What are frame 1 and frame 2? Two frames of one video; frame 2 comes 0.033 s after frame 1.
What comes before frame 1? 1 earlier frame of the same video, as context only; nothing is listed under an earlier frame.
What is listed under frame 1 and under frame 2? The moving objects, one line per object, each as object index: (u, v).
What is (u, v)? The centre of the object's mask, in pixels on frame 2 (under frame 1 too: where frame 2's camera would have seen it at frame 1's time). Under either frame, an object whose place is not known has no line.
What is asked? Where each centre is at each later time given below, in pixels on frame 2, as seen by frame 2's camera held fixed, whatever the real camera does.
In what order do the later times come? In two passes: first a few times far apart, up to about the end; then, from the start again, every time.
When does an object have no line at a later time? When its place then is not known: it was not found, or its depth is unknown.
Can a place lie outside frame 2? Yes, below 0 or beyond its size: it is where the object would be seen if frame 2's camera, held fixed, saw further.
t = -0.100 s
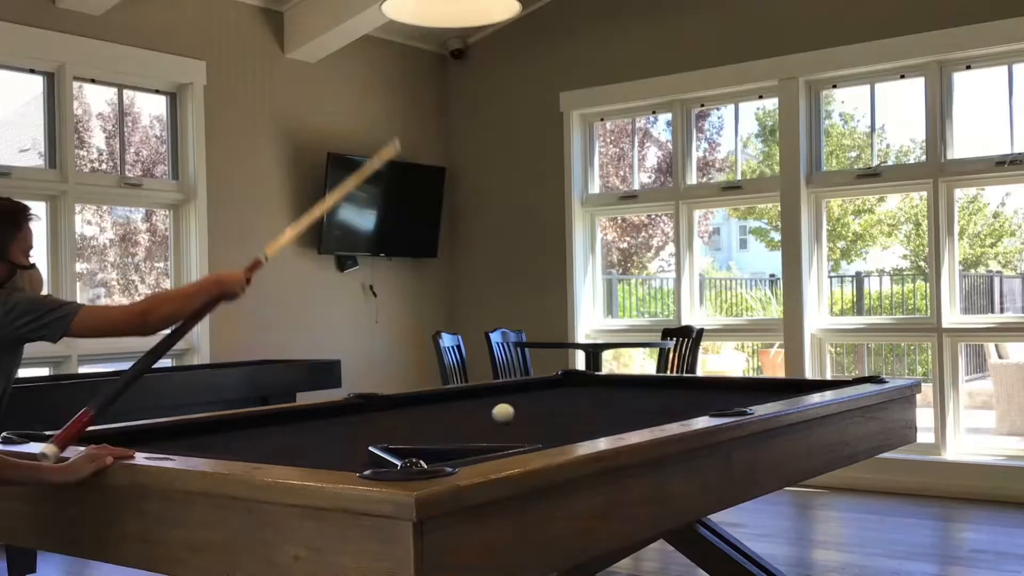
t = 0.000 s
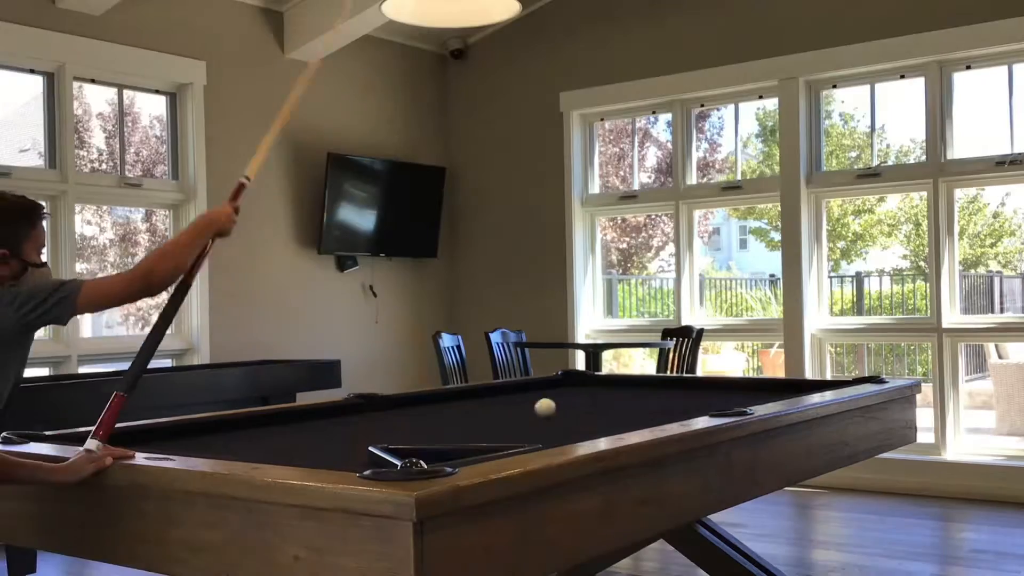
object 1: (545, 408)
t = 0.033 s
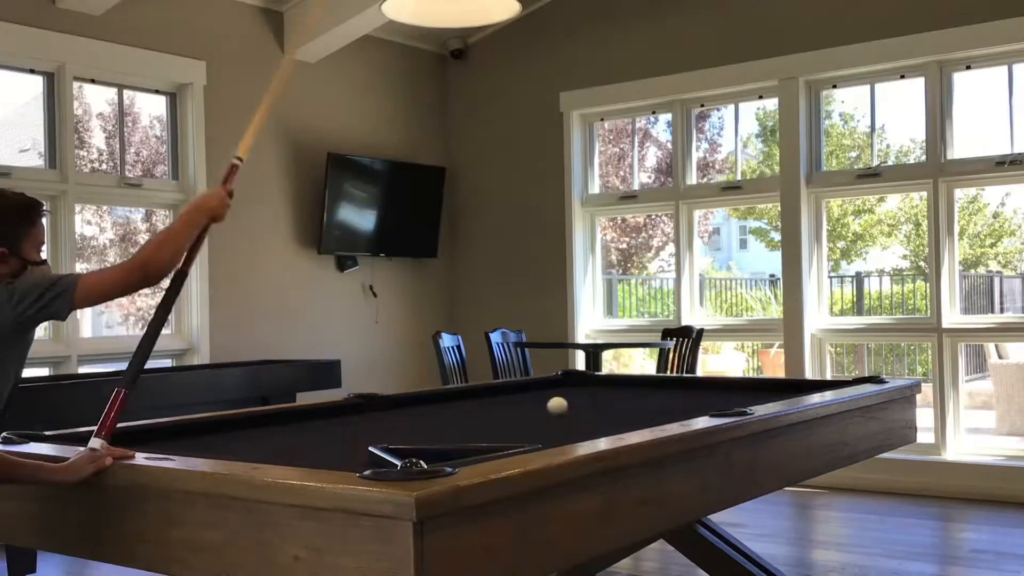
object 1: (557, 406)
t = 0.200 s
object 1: (611, 399)
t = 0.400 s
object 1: (667, 392)
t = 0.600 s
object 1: (717, 385)
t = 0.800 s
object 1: (719, 385)
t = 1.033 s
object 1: (690, 388)
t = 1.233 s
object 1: (665, 392)
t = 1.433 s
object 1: (640, 395)
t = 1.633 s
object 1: (614, 399)
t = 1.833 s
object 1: (589, 402)
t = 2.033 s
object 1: (562, 406)
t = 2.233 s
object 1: (536, 410)
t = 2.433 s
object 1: (509, 413)
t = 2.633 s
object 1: (481, 417)
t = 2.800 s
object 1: (458, 421)
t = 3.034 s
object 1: (425, 425)
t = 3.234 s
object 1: (396, 430)
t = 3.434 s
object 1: (367, 434)
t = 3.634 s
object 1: (337, 438)
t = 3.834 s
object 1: (308, 443)
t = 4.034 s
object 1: (279, 447)
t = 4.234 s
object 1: (250, 450)
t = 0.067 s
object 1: (569, 405)
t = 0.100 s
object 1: (580, 403)
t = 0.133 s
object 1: (590, 402)
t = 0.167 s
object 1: (601, 400)
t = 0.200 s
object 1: (611, 399)
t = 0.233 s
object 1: (621, 398)
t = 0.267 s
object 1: (631, 396)
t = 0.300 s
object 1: (640, 395)
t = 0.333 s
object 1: (649, 394)
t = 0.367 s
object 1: (658, 393)
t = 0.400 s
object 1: (667, 392)
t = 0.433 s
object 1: (676, 391)
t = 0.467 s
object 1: (684, 389)
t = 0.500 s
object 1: (693, 388)
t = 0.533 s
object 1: (701, 387)
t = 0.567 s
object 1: (709, 386)
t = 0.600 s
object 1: (717, 385)
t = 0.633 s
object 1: (724, 384)
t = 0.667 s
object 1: (732, 384)
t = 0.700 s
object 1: (732, 384)
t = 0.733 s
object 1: (727, 384)
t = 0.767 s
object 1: (723, 385)
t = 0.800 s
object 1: (719, 385)
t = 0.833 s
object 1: (714, 386)
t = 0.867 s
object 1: (710, 386)
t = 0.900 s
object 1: (706, 386)
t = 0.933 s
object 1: (702, 387)
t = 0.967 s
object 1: (698, 387)
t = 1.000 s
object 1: (694, 388)
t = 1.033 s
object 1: (690, 388)
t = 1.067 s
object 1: (686, 389)
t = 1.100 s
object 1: (682, 389)
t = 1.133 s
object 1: (678, 390)
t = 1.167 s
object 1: (673, 391)
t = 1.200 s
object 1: (670, 391)
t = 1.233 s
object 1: (665, 392)
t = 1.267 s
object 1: (661, 393)
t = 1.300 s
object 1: (657, 393)
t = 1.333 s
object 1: (653, 394)
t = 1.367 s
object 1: (648, 394)
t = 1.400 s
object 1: (644, 395)
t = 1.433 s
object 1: (640, 395)
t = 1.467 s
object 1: (636, 396)
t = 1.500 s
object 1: (631, 396)
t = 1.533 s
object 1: (627, 397)
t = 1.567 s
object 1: (623, 398)
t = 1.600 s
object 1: (619, 398)
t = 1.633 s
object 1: (614, 399)
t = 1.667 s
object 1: (610, 399)
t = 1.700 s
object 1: (606, 400)
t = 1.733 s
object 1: (601, 400)
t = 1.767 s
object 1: (597, 401)
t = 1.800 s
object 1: (593, 402)
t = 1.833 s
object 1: (589, 402)
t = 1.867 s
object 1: (584, 403)
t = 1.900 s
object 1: (580, 403)
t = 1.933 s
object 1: (576, 404)
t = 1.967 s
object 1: (571, 404)
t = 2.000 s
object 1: (567, 405)
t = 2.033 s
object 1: (562, 406)
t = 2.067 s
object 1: (558, 406)
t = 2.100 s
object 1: (553, 407)
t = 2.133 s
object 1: (549, 408)
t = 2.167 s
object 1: (544, 408)
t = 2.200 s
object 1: (540, 409)
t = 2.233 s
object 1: (536, 410)
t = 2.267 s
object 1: (531, 410)
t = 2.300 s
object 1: (527, 411)
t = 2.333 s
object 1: (522, 411)
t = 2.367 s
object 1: (518, 412)
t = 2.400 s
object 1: (513, 413)
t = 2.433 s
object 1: (509, 413)
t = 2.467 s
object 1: (504, 414)
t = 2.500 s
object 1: (500, 415)
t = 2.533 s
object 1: (495, 415)
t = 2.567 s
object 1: (490, 416)
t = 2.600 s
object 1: (486, 417)
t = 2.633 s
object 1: (481, 417)
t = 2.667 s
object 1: (477, 418)
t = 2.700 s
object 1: (472, 419)
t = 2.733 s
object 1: (467, 419)
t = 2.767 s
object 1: (463, 420)
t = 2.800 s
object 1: (458, 421)
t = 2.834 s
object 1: (453, 421)
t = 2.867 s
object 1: (448, 422)
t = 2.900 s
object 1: (444, 423)
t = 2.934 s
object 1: (439, 423)
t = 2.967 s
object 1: (434, 424)
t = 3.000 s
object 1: (430, 425)
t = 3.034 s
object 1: (425, 425)
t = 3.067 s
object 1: (420, 426)
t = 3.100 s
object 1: (415, 427)
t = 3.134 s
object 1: (410, 427)
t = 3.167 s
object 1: (406, 428)
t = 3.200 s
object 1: (401, 429)
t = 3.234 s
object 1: (396, 430)
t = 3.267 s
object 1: (391, 430)
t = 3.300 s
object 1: (386, 431)
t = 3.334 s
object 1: (381, 431)
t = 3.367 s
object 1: (377, 432)
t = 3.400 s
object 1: (372, 433)
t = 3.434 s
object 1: (367, 434)
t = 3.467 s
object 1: (362, 435)
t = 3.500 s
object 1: (357, 436)
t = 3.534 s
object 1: (352, 436)
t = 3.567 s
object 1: (347, 437)
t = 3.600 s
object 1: (342, 437)
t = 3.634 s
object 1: (337, 438)
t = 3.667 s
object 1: (333, 439)
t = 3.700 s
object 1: (328, 440)
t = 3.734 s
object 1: (323, 440)
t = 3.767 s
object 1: (318, 441)
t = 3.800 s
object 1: (313, 442)
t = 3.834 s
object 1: (308, 443)
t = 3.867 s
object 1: (303, 443)
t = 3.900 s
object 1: (298, 444)
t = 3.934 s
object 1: (293, 445)
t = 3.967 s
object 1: (289, 445)
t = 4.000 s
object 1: (284, 446)
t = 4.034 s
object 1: (279, 447)
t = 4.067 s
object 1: (274, 447)
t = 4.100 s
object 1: (269, 448)
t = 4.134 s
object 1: (264, 448)
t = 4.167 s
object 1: (259, 449)
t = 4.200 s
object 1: (254, 449)
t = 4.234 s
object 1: (250, 450)
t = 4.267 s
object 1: (244, 450)
